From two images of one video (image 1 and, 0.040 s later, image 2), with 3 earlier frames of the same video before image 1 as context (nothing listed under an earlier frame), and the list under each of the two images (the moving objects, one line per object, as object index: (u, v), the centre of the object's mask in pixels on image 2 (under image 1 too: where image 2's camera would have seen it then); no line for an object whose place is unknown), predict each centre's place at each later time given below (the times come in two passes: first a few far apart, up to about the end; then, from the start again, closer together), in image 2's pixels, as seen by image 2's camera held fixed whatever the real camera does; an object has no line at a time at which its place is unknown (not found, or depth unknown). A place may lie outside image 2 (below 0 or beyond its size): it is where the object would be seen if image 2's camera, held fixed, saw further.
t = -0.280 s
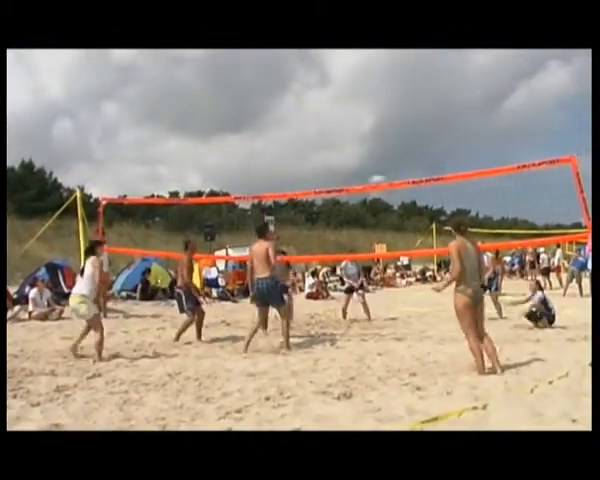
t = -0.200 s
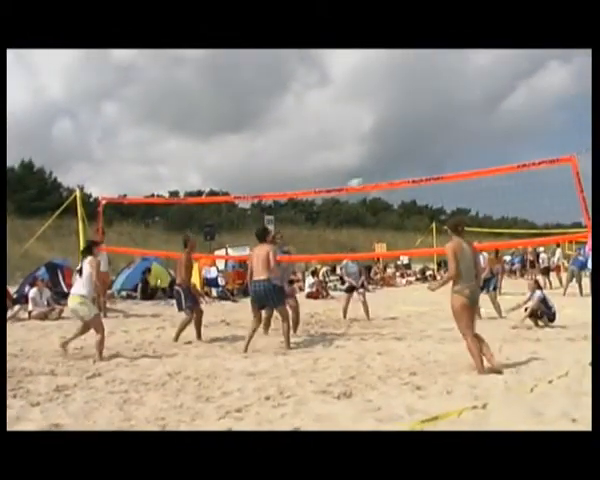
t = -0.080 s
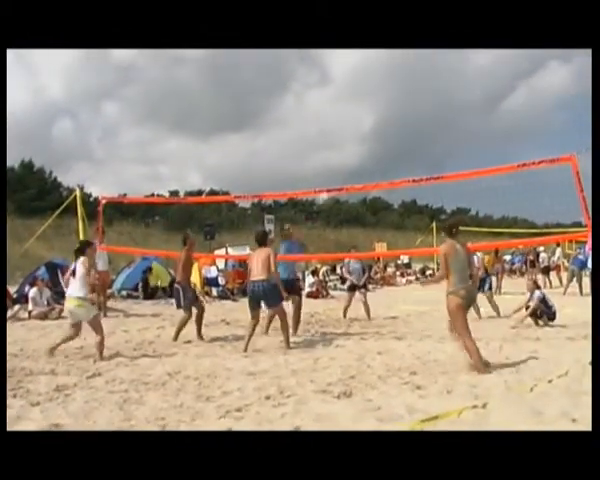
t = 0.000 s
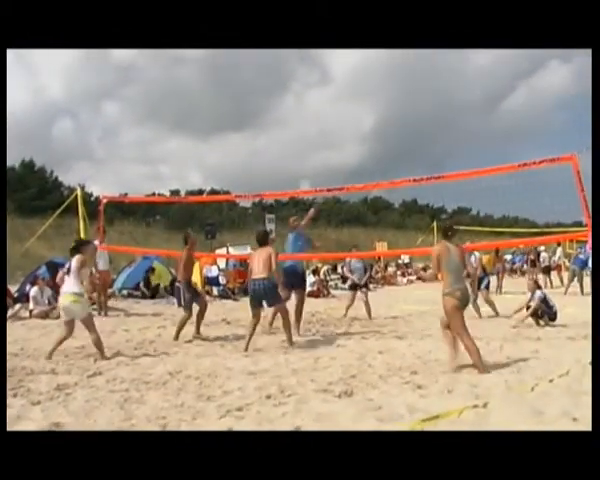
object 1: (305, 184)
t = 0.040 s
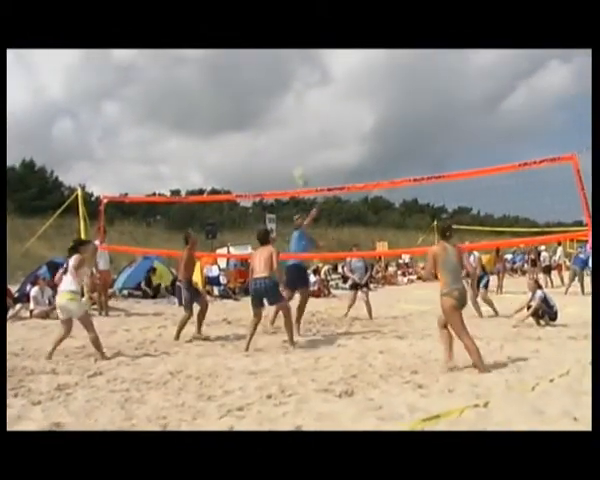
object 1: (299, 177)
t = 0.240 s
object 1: (259, 128)
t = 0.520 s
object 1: (199, 103)
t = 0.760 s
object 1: (145, 130)
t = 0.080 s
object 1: (294, 166)
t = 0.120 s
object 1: (284, 155)
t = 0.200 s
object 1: (268, 138)
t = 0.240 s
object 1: (259, 128)
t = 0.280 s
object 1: (251, 122)
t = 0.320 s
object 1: (242, 115)
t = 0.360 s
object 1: (234, 110)
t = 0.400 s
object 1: (225, 107)
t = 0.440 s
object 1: (217, 104)
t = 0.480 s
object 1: (209, 104)
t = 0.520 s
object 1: (199, 103)
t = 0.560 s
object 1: (189, 104)
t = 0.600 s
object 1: (181, 107)
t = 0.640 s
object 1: (172, 110)
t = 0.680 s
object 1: (162, 115)
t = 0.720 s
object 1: (153, 122)
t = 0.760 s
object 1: (145, 130)
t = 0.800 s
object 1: (135, 139)
